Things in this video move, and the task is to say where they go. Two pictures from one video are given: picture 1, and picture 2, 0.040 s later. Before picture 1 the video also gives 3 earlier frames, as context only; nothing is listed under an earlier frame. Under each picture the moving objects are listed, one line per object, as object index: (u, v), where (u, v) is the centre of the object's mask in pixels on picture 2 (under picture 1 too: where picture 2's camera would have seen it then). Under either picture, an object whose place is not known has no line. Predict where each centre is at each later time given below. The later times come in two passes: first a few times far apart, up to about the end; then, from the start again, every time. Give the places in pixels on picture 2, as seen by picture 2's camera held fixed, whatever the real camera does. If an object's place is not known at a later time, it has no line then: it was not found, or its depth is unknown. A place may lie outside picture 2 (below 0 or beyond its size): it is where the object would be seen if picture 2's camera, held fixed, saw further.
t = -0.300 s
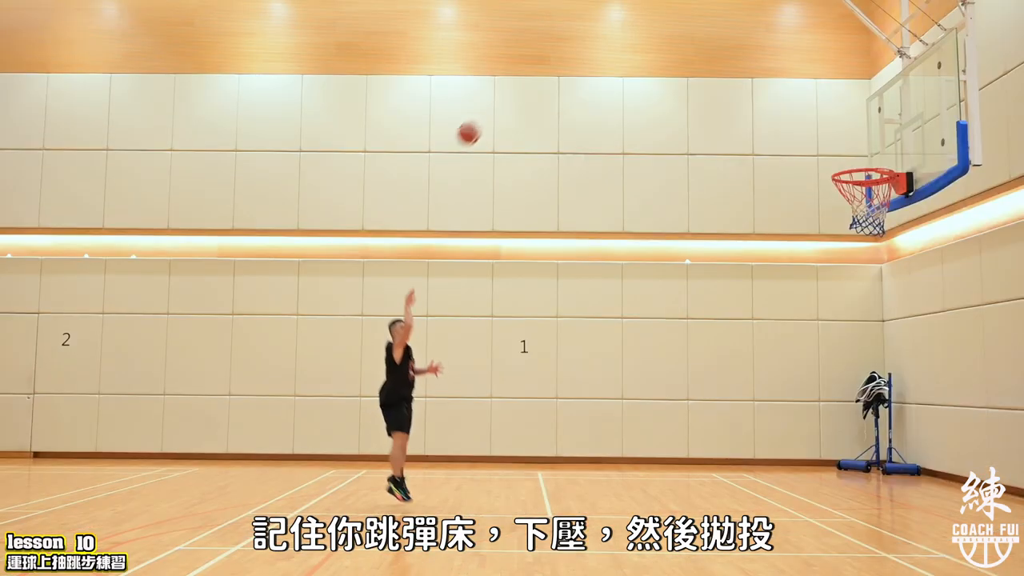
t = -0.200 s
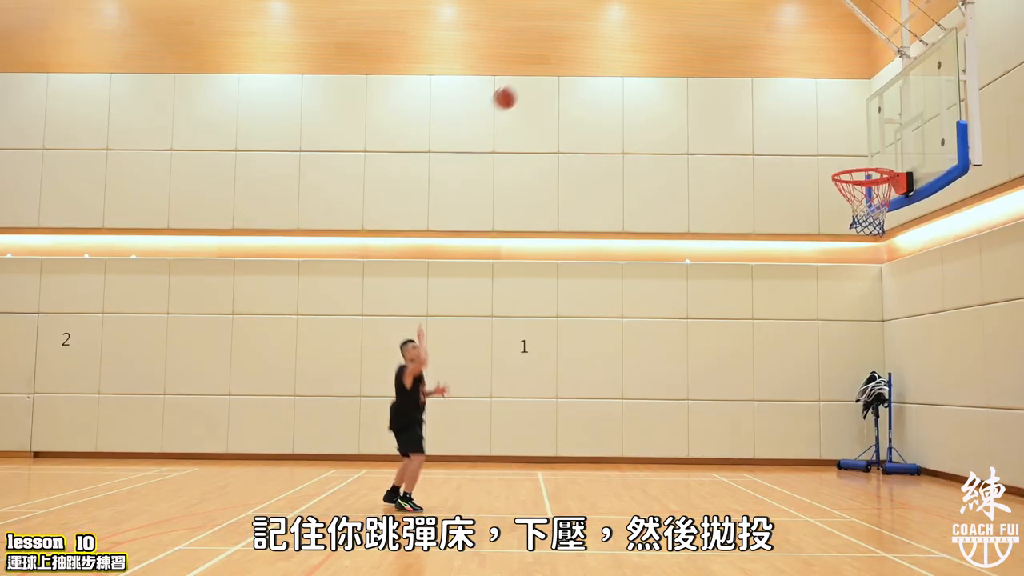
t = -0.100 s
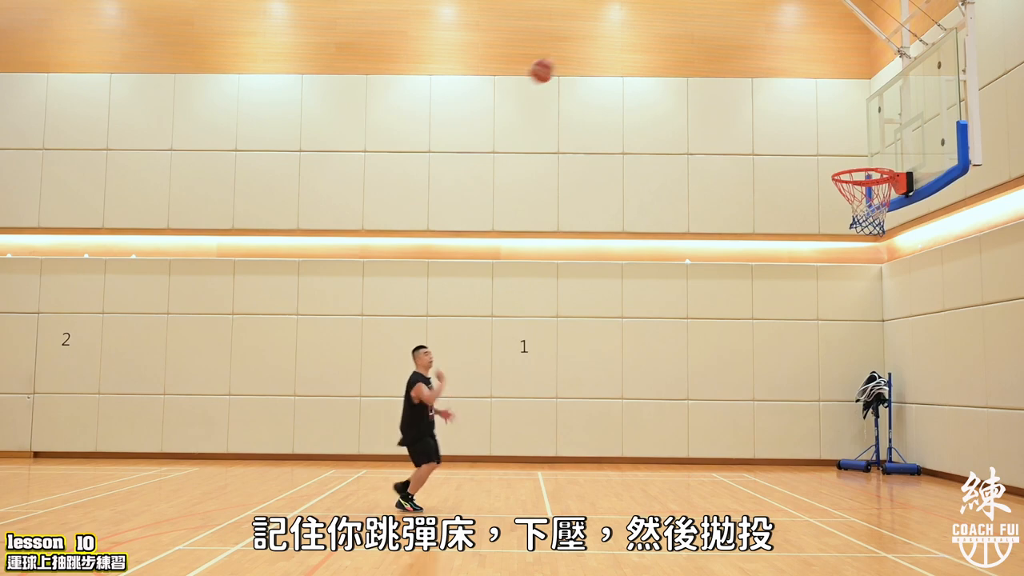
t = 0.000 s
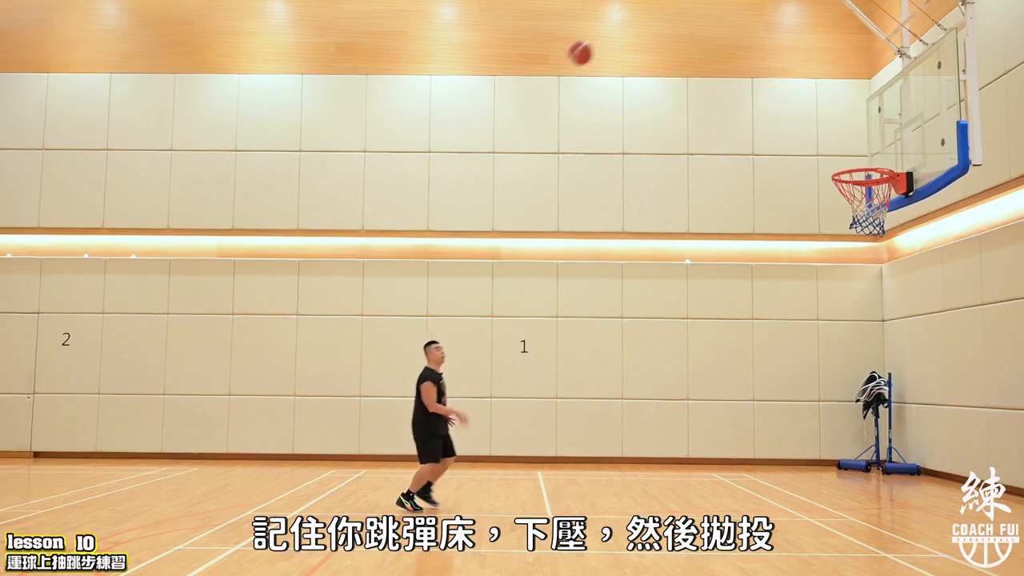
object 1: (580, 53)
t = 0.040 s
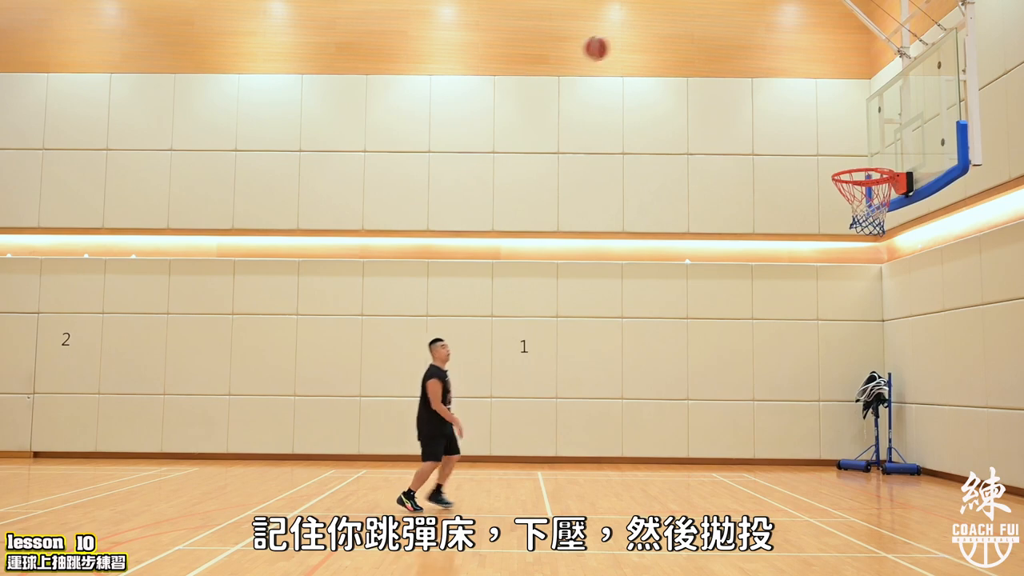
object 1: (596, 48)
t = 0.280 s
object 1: (696, 52)
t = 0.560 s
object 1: (832, 142)
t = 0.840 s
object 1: (874, 139)
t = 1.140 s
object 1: (854, 154)
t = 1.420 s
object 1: (828, 229)
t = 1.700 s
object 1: (804, 370)
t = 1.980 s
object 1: (788, 464)
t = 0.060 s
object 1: (603, 47)
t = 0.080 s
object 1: (612, 45)
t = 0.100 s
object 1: (621, 44)
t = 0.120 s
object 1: (628, 43)
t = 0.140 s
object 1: (636, 43)
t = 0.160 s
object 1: (644, 43)
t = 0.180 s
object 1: (653, 44)
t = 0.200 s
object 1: (662, 45)
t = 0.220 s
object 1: (671, 46)
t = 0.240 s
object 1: (679, 48)
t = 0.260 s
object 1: (687, 50)
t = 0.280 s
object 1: (696, 52)
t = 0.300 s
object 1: (705, 56)
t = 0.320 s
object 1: (714, 60)
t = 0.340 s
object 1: (723, 64)
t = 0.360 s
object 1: (732, 68)
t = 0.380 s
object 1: (742, 73)
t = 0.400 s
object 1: (751, 79)
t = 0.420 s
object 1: (761, 85)
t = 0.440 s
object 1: (771, 92)
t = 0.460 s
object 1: (781, 99)
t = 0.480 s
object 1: (790, 107)
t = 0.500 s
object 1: (801, 115)
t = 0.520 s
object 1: (811, 123)
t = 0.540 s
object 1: (821, 132)
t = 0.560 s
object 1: (832, 142)
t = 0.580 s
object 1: (842, 151)
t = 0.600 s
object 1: (852, 159)
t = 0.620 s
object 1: (860, 159)
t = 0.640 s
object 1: (868, 159)
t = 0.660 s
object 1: (875, 160)
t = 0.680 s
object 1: (881, 160)
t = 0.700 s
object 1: (880, 157)
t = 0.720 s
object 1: (879, 154)
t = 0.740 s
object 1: (878, 150)
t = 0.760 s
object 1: (877, 147)
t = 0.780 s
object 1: (876, 144)
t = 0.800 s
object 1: (875, 142)
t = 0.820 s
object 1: (874, 140)
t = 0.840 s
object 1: (874, 139)
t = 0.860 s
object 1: (873, 138)
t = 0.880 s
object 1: (872, 137)
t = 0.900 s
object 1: (871, 137)
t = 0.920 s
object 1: (870, 138)
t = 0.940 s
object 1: (870, 138)
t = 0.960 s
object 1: (869, 139)
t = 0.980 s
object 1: (868, 141)
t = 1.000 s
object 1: (868, 143)
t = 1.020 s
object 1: (867, 146)
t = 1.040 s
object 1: (865, 147)
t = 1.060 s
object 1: (863, 147)
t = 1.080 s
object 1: (861, 148)
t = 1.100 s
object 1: (858, 150)
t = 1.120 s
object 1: (856, 152)
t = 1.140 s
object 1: (854, 154)
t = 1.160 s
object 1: (852, 157)
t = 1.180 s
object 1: (850, 159)
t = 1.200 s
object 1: (848, 162)
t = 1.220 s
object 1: (847, 167)
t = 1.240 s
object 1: (844, 170)
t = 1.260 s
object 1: (841, 177)
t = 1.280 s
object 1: (837, 185)
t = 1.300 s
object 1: (836, 191)
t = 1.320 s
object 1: (833, 196)
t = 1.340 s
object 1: (833, 201)
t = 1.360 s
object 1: (833, 206)
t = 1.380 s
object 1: (831, 214)
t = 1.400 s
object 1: (830, 221)
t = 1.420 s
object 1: (828, 229)
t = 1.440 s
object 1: (825, 235)
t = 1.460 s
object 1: (823, 245)
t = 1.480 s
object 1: (821, 254)
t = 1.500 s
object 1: (820, 262)
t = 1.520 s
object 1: (819, 273)
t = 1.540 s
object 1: (817, 281)
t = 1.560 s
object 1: (815, 292)
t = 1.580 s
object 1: (814, 301)
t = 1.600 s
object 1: (813, 311)
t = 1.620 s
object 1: (811, 323)
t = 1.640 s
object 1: (810, 335)
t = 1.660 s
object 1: (808, 346)
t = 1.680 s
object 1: (806, 358)
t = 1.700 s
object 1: (804, 370)
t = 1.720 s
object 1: (804, 383)
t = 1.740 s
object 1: (803, 397)
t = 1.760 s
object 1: (801, 411)
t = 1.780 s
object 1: (800, 424)
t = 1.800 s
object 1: (799, 436)
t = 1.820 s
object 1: (798, 451)
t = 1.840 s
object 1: (795, 466)
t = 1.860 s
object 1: (794, 479)
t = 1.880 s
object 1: (792, 495)
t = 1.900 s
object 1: (791, 506)
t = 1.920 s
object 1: (790, 495)
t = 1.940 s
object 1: (788, 484)
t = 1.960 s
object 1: (788, 473)
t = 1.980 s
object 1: (788, 464)
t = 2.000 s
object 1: (787, 454)
